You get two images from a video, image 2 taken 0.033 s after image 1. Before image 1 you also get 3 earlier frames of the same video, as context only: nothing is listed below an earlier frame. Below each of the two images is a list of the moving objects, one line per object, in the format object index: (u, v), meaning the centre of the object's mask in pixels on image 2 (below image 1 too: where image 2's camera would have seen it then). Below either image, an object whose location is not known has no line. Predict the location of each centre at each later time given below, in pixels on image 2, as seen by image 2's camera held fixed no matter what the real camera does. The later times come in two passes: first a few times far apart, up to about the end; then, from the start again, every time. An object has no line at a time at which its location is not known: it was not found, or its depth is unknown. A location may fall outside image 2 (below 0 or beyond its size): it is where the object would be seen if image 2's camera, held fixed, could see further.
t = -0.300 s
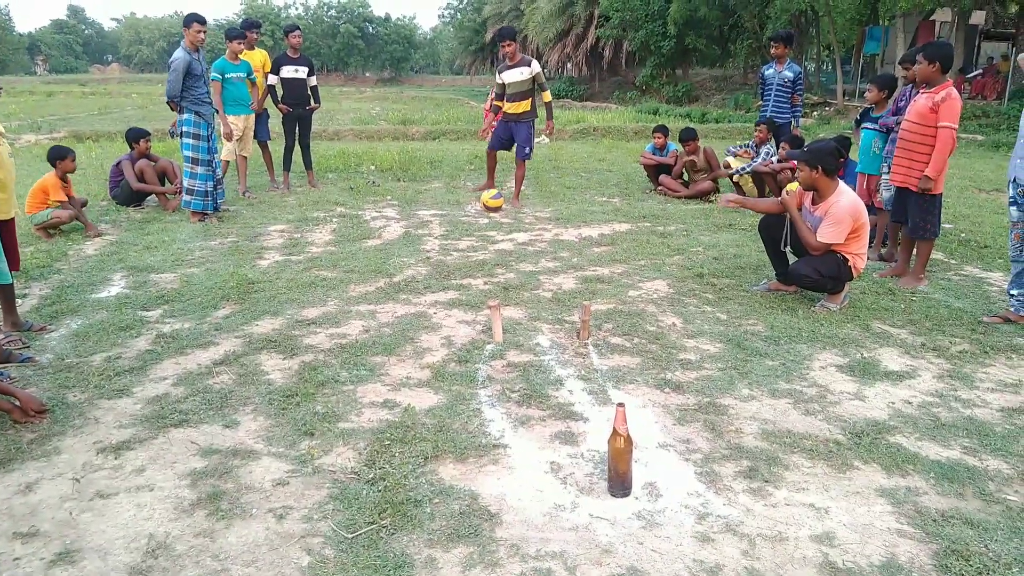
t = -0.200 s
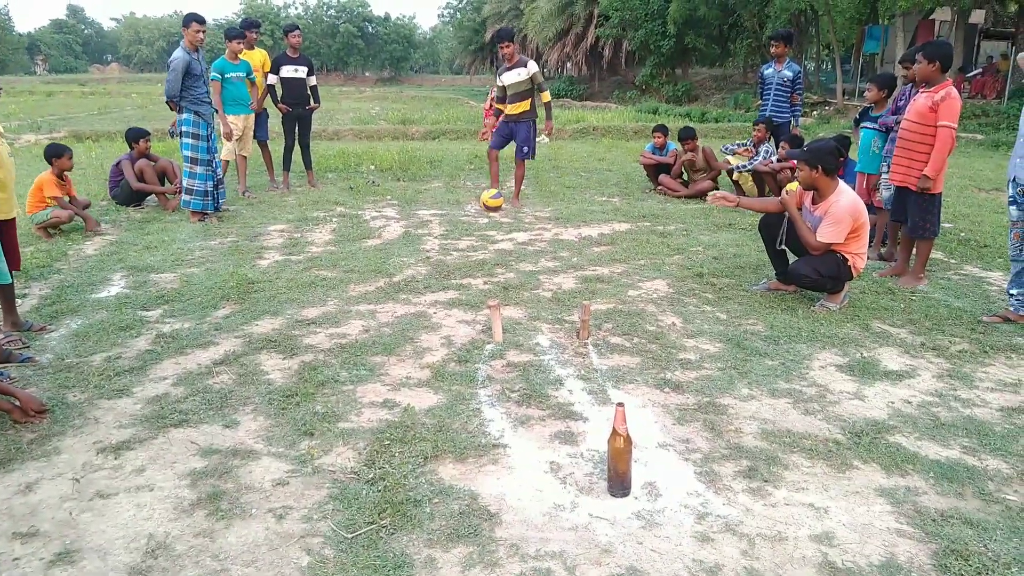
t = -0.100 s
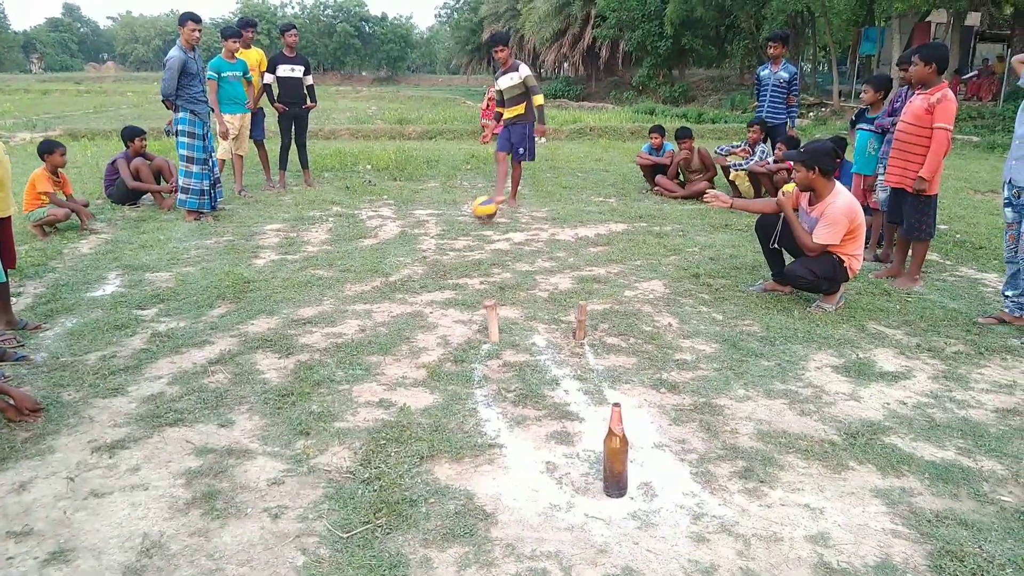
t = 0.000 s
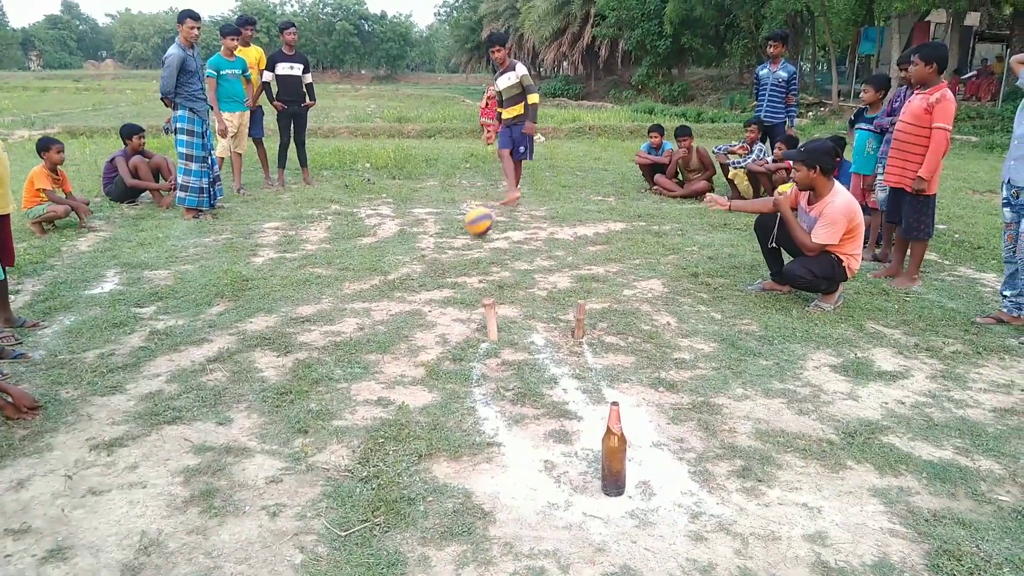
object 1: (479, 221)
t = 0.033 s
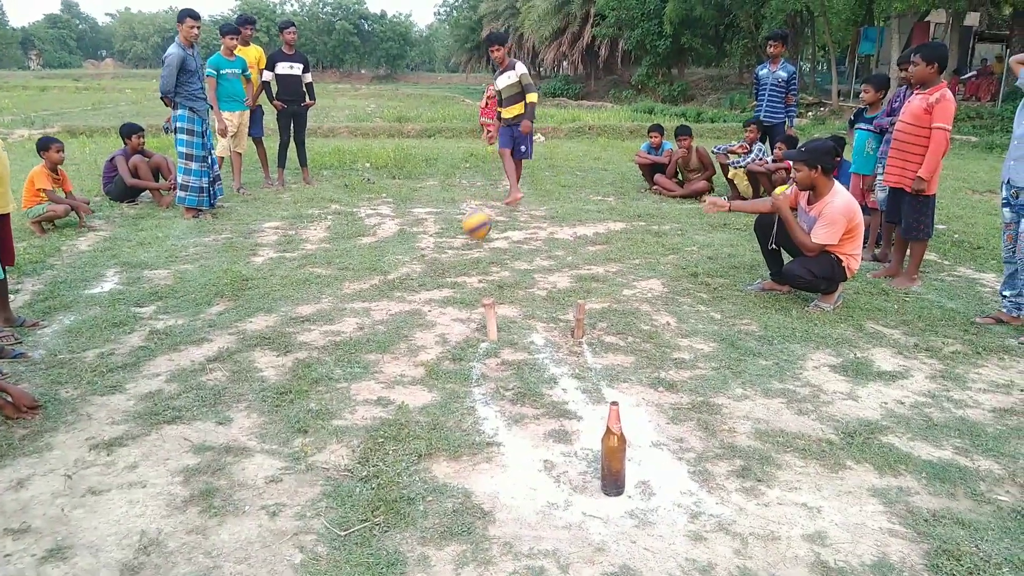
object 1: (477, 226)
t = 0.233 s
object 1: (469, 270)
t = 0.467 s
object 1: (461, 300)
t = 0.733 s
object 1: (342, 315)
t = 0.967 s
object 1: (226, 342)
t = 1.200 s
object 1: (100, 357)
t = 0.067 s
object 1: (476, 228)
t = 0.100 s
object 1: (474, 233)
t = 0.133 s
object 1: (473, 244)
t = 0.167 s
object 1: (471, 254)
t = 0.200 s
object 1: (470, 262)
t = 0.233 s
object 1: (469, 270)
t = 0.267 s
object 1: (469, 278)
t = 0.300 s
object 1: (468, 283)
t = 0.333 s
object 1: (467, 285)
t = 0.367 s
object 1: (467, 287)
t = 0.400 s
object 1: (467, 290)
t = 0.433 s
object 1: (466, 297)
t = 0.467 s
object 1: (461, 300)
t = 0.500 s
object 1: (447, 301)
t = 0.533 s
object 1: (431, 302)
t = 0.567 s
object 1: (415, 306)
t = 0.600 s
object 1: (399, 312)
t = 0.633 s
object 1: (384, 316)
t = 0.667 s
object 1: (368, 314)
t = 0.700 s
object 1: (355, 312)
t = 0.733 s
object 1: (342, 315)
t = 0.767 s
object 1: (327, 319)
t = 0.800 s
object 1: (309, 325)
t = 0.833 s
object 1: (291, 333)
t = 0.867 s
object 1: (275, 331)
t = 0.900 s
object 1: (259, 333)
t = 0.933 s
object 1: (242, 337)
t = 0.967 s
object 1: (226, 342)
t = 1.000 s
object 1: (207, 344)
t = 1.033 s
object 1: (188, 342)
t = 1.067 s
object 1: (172, 345)
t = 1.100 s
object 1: (154, 350)
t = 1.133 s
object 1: (136, 357)
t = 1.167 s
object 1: (117, 358)
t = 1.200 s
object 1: (100, 357)
